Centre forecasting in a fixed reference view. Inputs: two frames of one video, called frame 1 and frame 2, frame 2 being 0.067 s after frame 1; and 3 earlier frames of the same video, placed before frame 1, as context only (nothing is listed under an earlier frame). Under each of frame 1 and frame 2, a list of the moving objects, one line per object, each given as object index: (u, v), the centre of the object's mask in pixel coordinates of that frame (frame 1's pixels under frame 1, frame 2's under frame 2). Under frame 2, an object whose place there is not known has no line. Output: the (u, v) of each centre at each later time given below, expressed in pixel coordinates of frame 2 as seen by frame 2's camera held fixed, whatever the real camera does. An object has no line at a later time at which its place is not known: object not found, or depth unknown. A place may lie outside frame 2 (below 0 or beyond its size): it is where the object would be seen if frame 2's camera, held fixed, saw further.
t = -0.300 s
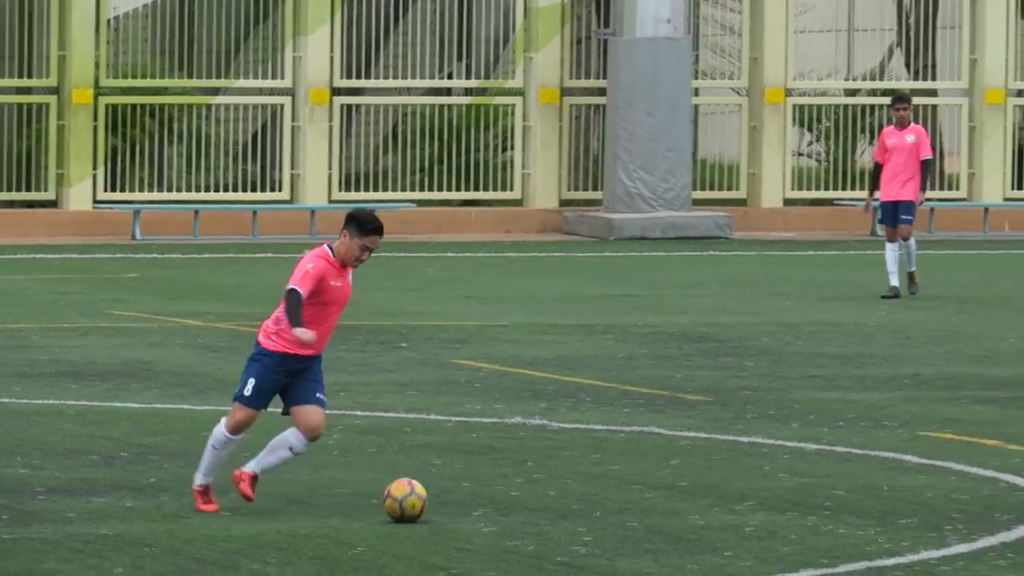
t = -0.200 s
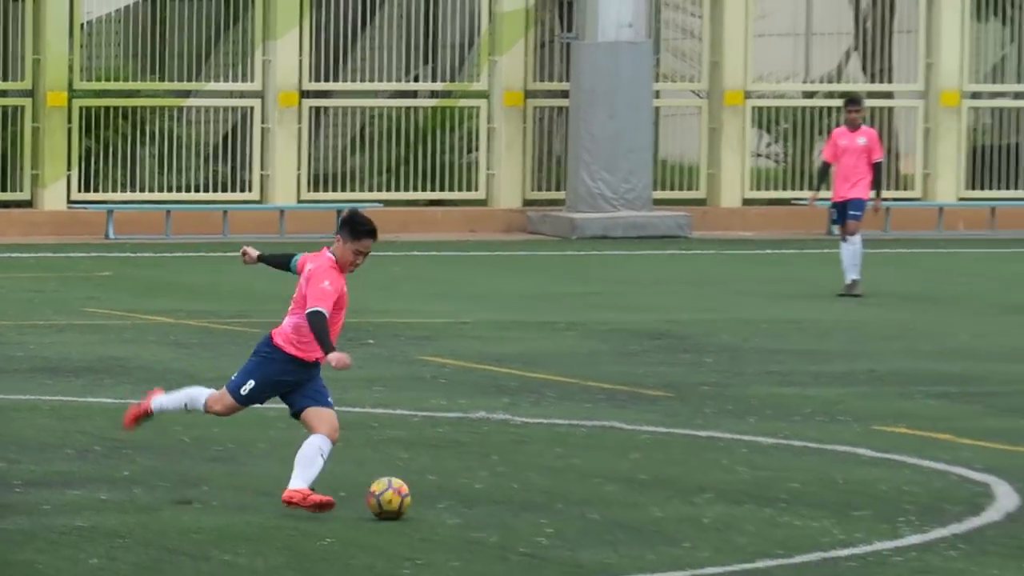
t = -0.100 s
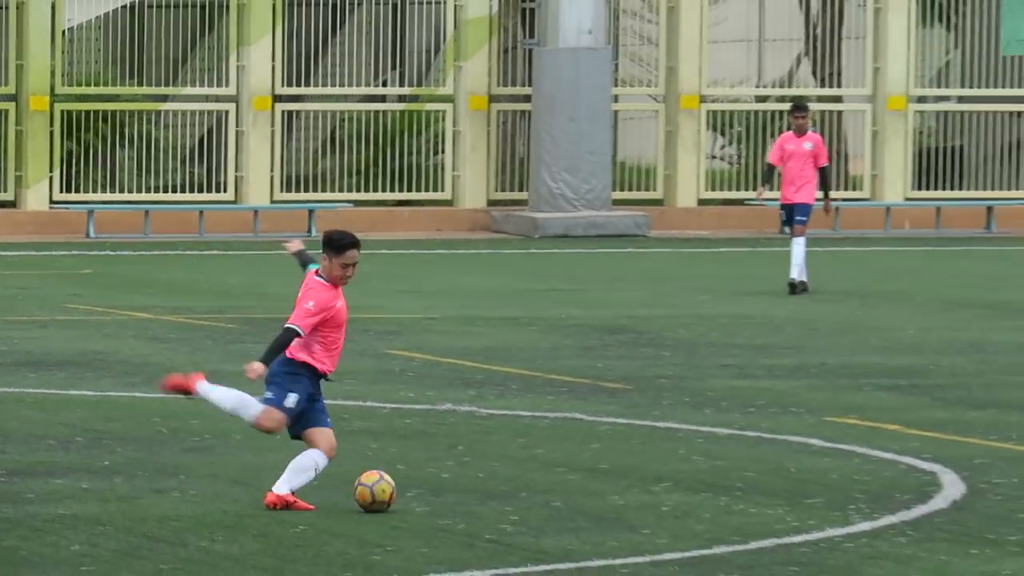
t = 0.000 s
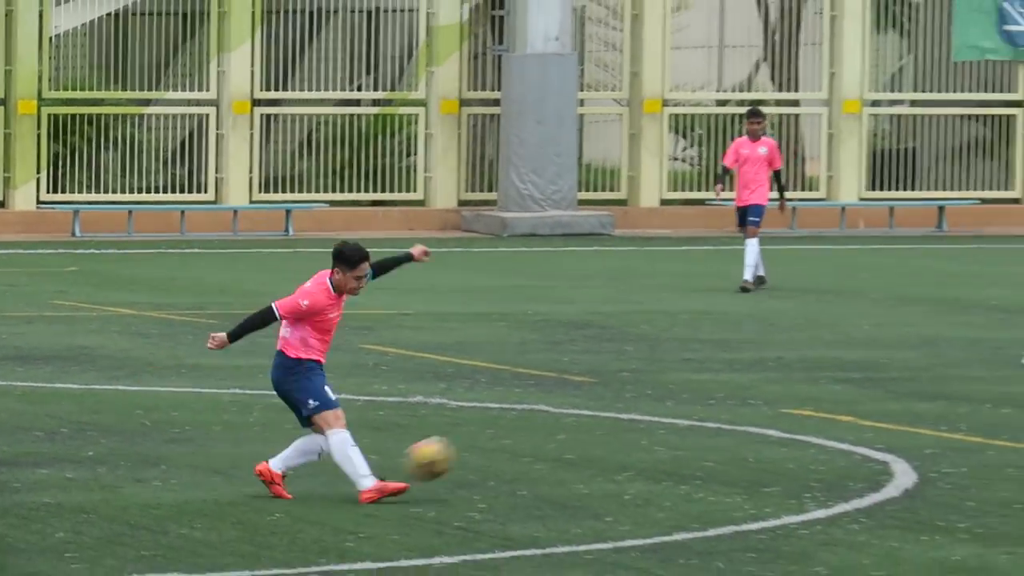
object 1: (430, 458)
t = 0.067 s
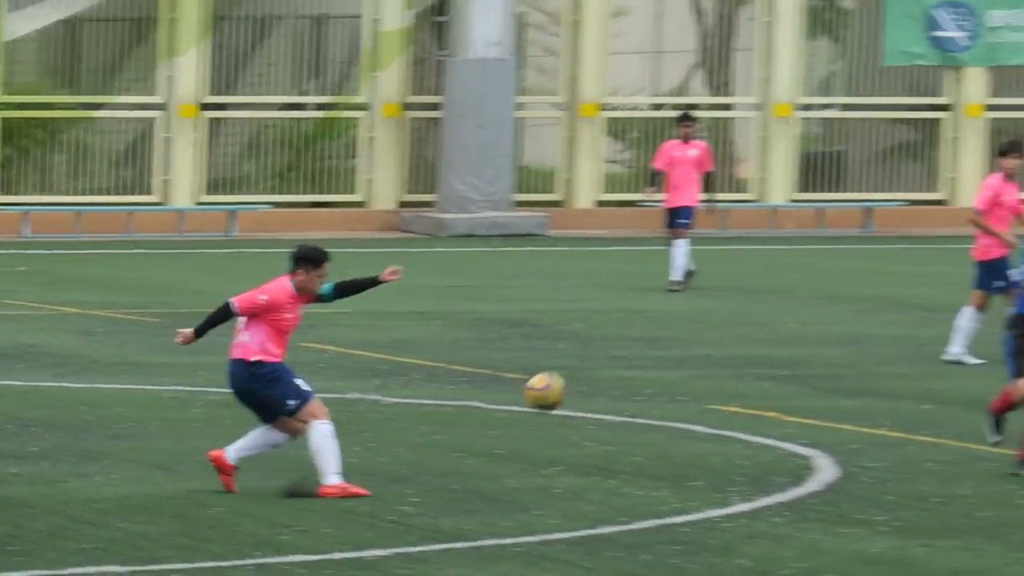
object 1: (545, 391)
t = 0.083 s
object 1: (590, 378)
